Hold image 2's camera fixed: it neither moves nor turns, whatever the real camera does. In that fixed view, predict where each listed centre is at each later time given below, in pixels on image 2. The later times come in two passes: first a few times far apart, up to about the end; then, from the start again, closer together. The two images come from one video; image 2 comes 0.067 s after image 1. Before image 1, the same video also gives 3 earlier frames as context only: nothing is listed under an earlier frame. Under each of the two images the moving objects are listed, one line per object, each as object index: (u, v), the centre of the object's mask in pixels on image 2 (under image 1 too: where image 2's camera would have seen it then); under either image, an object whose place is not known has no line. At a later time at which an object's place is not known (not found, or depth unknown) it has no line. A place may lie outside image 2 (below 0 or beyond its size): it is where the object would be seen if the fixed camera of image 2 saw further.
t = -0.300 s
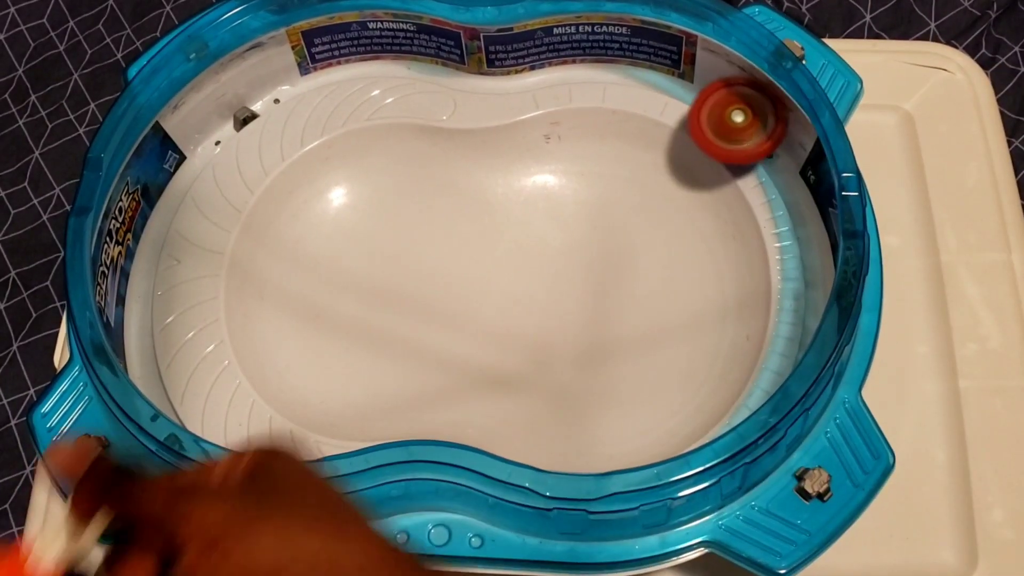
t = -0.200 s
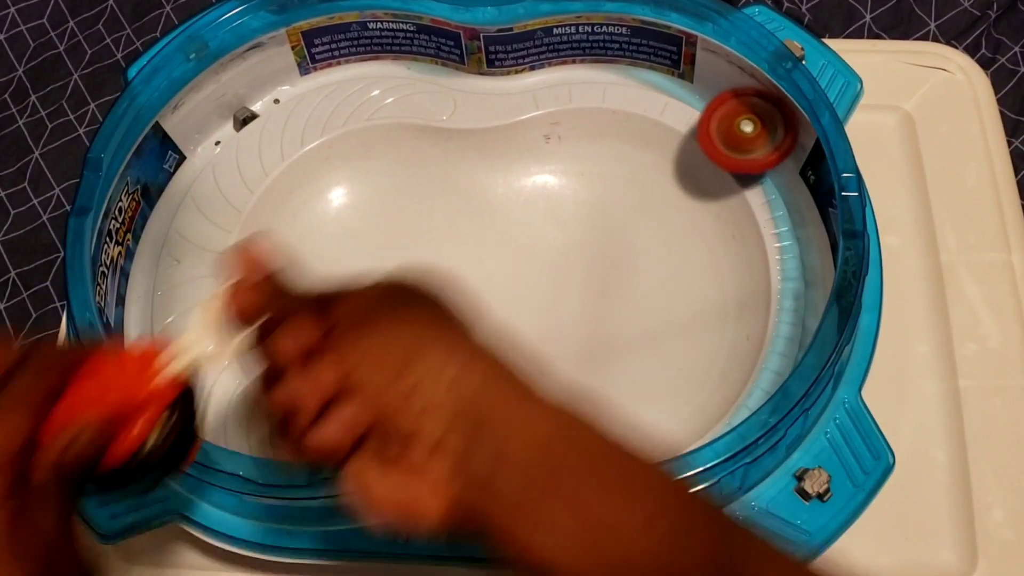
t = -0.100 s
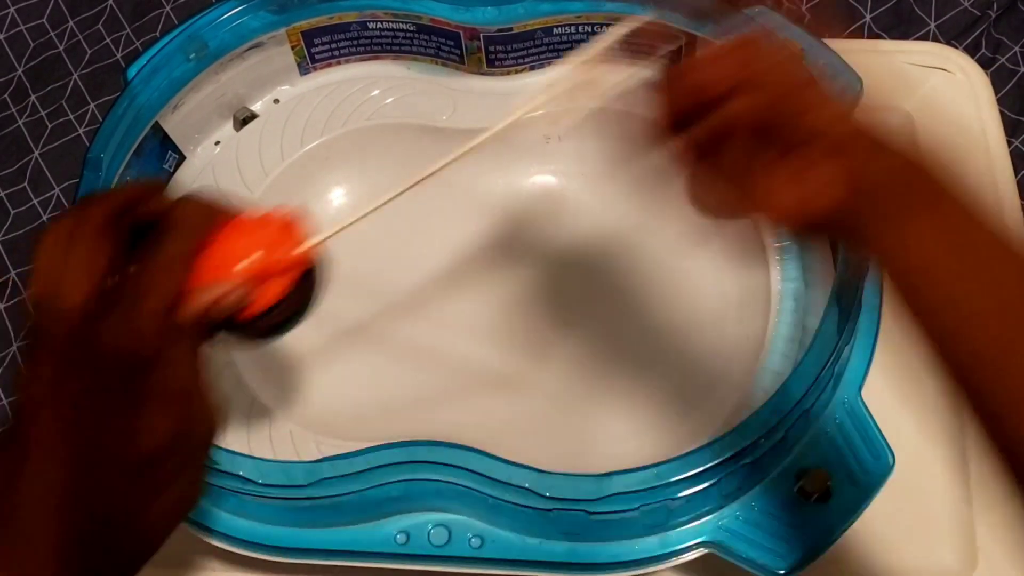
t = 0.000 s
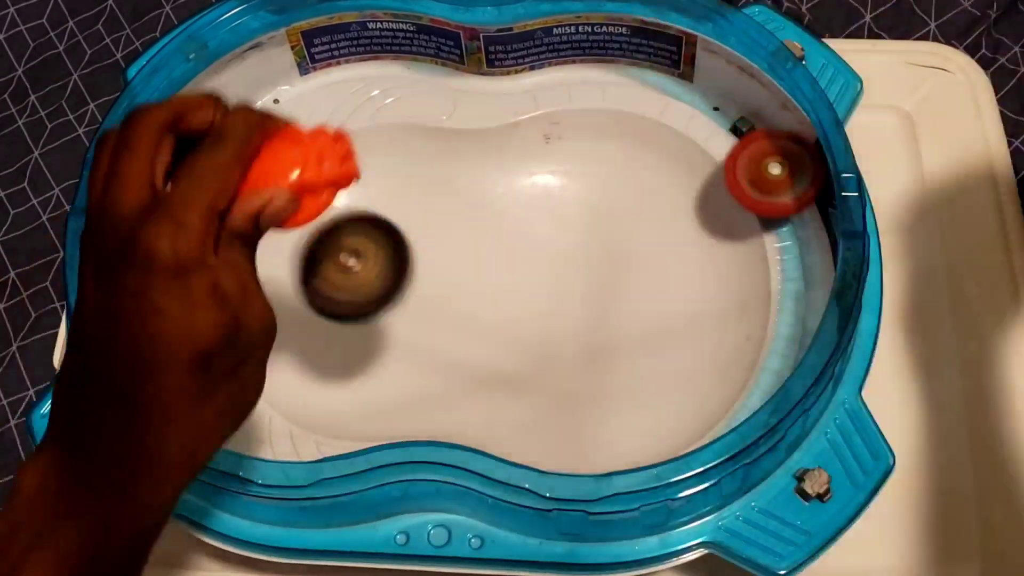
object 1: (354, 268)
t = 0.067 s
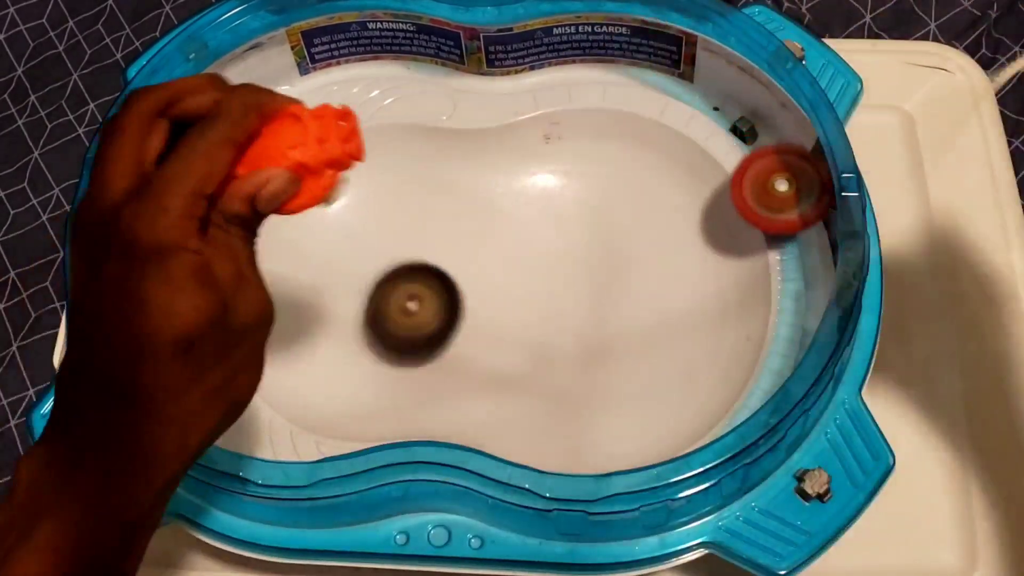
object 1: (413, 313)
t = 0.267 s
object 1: (421, 148)
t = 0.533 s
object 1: (533, 300)
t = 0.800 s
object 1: (567, 341)
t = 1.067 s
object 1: (478, 264)
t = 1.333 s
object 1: (507, 266)
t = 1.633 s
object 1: (540, 292)
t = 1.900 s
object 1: (594, 234)
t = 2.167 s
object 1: (676, 189)
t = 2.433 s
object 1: (610, 246)
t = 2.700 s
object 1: (625, 216)
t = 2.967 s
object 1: (547, 241)
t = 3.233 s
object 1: (597, 210)
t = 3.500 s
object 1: (614, 248)
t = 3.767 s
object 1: (587, 243)
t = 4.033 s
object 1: (629, 220)
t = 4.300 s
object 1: (608, 278)
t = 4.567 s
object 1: (583, 251)
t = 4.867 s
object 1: (589, 270)
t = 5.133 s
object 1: (567, 279)
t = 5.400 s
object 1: (514, 307)
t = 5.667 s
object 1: (432, 302)
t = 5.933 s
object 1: (504, 310)
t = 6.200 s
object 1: (619, 282)
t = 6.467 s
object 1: (709, 351)
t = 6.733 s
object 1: (580, 374)
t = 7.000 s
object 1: (631, 251)
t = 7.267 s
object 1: (670, 248)
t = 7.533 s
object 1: (594, 256)
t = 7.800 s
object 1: (565, 203)
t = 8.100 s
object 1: (579, 237)
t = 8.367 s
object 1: (547, 324)
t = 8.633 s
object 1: (501, 393)
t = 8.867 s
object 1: (561, 382)
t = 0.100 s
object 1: (412, 268)
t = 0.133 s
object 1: (410, 225)
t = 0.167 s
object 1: (411, 191)
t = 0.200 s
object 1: (414, 169)
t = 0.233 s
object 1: (418, 155)
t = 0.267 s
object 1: (421, 148)
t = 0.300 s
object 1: (428, 150)
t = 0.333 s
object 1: (436, 161)
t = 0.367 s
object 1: (447, 181)
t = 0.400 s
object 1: (461, 208)
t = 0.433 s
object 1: (480, 234)
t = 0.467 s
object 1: (499, 259)
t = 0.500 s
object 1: (517, 281)
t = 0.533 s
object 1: (533, 300)
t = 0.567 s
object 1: (546, 316)
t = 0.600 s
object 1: (557, 330)
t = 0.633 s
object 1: (566, 340)
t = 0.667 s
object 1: (571, 347)
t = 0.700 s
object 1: (574, 350)
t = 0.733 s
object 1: (574, 349)
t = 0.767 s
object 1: (572, 347)
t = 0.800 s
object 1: (567, 341)
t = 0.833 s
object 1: (559, 331)
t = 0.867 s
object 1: (547, 320)
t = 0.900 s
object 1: (533, 311)
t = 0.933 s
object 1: (520, 297)
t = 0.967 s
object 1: (507, 286)
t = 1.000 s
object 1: (495, 277)
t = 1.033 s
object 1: (485, 269)
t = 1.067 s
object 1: (478, 264)
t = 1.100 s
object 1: (474, 260)
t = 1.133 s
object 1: (472, 258)
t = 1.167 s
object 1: (474, 257)
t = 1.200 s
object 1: (478, 256)
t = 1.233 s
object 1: (484, 257)
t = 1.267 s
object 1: (492, 259)
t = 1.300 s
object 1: (500, 261)
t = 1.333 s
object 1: (507, 266)
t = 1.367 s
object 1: (515, 268)
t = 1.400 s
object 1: (523, 273)
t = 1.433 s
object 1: (528, 277)
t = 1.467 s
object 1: (532, 280)
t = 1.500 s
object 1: (535, 283)
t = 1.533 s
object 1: (537, 286)
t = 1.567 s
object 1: (538, 288)
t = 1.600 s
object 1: (539, 290)
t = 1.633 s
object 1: (540, 292)
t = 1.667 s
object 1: (539, 294)
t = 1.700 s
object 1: (537, 297)
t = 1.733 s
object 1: (539, 286)
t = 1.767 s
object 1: (543, 270)
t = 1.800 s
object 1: (550, 255)
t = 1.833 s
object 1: (560, 244)
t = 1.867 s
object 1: (574, 237)
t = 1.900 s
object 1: (594, 234)
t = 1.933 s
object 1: (614, 227)
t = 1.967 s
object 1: (628, 208)
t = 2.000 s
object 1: (642, 194)
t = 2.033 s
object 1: (654, 189)
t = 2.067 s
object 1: (665, 189)
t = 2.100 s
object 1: (671, 198)
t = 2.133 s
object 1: (674, 205)
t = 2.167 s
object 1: (676, 189)
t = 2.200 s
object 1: (672, 182)
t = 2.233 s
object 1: (664, 182)
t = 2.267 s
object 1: (654, 190)
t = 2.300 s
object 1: (642, 203)
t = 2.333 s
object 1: (632, 219)
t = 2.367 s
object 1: (623, 236)
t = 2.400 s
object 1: (616, 246)
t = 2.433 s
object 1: (610, 246)
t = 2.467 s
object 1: (605, 244)
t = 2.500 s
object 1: (601, 240)
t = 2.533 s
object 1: (598, 232)
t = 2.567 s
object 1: (599, 224)
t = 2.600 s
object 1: (602, 215)
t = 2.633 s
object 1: (608, 211)
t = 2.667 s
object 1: (618, 211)
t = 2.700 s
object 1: (625, 216)
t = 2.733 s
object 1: (627, 225)
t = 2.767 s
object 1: (621, 237)
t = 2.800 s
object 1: (611, 248)
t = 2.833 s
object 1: (599, 256)
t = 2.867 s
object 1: (584, 259)
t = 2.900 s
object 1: (570, 257)
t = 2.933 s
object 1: (557, 251)
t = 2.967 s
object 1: (547, 241)
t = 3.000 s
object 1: (539, 233)
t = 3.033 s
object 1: (536, 227)
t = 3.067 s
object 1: (538, 220)
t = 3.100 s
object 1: (544, 218)
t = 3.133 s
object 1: (556, 216)
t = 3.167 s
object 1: (569, 211)
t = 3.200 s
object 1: (584, 207)
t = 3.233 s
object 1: (597, 210)
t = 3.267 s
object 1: (606, 218)
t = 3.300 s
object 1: (610, 234)
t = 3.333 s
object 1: (610, 256)
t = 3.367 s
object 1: (611, 265)
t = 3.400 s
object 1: (620, 251)
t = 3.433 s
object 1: (622, 245)
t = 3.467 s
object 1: (620, 246)
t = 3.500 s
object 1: (614, 248)
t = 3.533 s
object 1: (607, 252)
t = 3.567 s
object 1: (601, 255)
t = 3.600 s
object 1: (595, 258)
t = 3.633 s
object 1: (591, 261)
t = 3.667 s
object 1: (590, 265)
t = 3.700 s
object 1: (591, 264)
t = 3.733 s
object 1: (590, 257)
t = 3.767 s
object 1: (587, 243)
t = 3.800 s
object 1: (584, 228)
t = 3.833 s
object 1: (584, 221)
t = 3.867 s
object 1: (589, 217)
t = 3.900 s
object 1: (599, 215)
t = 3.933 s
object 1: (608, 219)
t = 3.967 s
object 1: (613, 227)
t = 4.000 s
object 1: (620, 226)
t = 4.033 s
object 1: (629, 220)
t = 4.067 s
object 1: (636, 221)
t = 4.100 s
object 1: (640, 227)
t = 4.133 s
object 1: (641, 236)
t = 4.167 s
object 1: (640, 246)
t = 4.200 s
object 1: (635, 256)
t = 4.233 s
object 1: (628, 265)
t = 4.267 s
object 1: (618, 273)
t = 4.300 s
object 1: (608, 278)
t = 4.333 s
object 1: (609, 273)
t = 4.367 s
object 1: (605, 270)
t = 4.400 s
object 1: (597, 264)
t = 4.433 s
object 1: (587, 262)
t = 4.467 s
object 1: (581, 259)
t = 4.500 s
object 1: (580, 256)
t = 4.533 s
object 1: (581, 254)
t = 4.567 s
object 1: (583, 251)
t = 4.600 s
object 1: (586, 249)
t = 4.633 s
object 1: (587, 248)
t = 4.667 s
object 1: (588, 248)
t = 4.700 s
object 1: (589, 249)
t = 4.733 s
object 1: (589, 252)
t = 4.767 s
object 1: (590, 256)
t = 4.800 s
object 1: (590, 260)
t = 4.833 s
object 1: (589, 265)
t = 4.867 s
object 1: (589, 270)
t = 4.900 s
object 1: (587, 274)
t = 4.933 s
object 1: (585, 277)
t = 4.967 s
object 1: (582, 279)
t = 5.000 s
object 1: (578, 280)
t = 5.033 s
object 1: (575, 280)
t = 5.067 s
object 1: (573, 280)
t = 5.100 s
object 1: (570, 280)
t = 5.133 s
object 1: (567, 279)
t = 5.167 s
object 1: (564, 279)
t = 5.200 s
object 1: (559, 279)
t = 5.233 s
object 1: (552, 280)
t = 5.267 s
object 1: (545, 286)
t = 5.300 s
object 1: (539, 294)
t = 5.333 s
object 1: (533, 299)
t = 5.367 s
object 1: (524, 303)
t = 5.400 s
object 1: (514, 307)
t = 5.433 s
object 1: (501, 312)
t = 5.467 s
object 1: (488, 315)
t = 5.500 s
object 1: (473, 314)
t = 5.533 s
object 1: (460, 314)
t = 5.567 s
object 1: (449, 311)
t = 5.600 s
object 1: (440, 308)
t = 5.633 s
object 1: (434, 305)
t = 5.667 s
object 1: (432, 302)
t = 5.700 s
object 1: (444, 306)
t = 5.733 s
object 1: (455, 307)
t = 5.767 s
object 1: (463, 311)
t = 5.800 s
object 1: (471, 312)
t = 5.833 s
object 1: (477, 314)
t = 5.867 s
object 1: (486, 312)
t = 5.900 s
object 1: (495, 311)
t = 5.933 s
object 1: (504, 310)
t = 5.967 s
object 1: (516, 308)
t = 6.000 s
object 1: (528, 305)
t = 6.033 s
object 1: (542, 302)
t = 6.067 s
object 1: (558, 296)
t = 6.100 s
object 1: (573, 291)
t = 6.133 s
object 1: (589, 286)
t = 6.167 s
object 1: (605, 283)
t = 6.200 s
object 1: (619, 282)
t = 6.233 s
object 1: (630, 285)
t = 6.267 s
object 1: (641, 289)
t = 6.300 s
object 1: (653, 293)
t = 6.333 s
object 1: (676, 298)
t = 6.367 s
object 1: (693, 308)
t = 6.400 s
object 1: (702, 320)
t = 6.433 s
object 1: (703, 337)
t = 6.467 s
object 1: (709, 351)
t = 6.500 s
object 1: (709, 365)
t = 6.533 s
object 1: (698, 377)
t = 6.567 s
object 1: (674, 390)
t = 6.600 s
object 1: (643, 395)
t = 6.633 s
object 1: (621, 400)
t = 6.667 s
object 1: (600, 394)
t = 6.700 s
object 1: (585, 382)
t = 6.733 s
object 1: (580, 374)
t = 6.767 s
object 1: (579, 358)
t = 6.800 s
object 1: (581, 342)
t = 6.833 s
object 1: (585, 324)
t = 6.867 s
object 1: (591, 305)
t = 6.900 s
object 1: (598, 289)
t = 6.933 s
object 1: (608, 274)
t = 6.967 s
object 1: (621, 260)
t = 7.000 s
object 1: (631, 251)
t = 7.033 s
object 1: (642, 244)
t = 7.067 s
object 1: (650, 239)
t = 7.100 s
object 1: (658, 237)
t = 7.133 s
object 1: (663, 236)
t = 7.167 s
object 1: (668, 238)
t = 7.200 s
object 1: (670, 239)
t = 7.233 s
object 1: (671, 243)
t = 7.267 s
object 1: (670, 248)
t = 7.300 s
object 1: (665, 253)
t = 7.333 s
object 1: (660, 257)
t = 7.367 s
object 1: (650, 261)
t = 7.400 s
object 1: (641, 262)
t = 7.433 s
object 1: (629, 263)
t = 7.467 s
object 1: (618, 263)
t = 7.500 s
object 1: (606, 260)
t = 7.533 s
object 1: (594, 256)
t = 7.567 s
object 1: (585, 250)
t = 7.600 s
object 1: (576, 244)
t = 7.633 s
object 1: (570, 238)
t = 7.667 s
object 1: (567, 230)
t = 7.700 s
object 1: (564, 223)
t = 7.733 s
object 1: (564, 217)
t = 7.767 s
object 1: (565, 207)
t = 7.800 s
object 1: (565, 203)
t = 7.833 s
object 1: (566, 200)
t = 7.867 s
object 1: (564, 201)
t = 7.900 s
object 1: (565, 201)
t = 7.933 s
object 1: (567, 202)
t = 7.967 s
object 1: (568, 205)
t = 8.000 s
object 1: (572, 211)
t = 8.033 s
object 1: (575, 217)
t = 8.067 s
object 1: (577, 227)
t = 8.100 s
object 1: (579, 237)
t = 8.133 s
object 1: (580, 247)
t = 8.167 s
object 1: (579, 261)
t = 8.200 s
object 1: (578, 273)
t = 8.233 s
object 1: (571, 285)
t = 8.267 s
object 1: (566, 297)
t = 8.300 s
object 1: (560, 306)
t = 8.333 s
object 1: (553, 316)
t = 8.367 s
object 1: (547, 324)
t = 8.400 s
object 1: (538, 331)
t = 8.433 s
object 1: (535, 352)
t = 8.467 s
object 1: (535, 370)
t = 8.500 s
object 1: (534, 383)
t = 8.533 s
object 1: (529, 392)
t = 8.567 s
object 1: (521, 396)
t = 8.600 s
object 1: (512, 395)
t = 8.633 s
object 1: (501, 393)
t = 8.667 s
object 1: (491, 388)
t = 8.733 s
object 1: (505, 396)
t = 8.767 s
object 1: (520, 397)
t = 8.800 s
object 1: (533, 394)
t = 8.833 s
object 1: (545, 389)
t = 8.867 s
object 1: (561, 382)
